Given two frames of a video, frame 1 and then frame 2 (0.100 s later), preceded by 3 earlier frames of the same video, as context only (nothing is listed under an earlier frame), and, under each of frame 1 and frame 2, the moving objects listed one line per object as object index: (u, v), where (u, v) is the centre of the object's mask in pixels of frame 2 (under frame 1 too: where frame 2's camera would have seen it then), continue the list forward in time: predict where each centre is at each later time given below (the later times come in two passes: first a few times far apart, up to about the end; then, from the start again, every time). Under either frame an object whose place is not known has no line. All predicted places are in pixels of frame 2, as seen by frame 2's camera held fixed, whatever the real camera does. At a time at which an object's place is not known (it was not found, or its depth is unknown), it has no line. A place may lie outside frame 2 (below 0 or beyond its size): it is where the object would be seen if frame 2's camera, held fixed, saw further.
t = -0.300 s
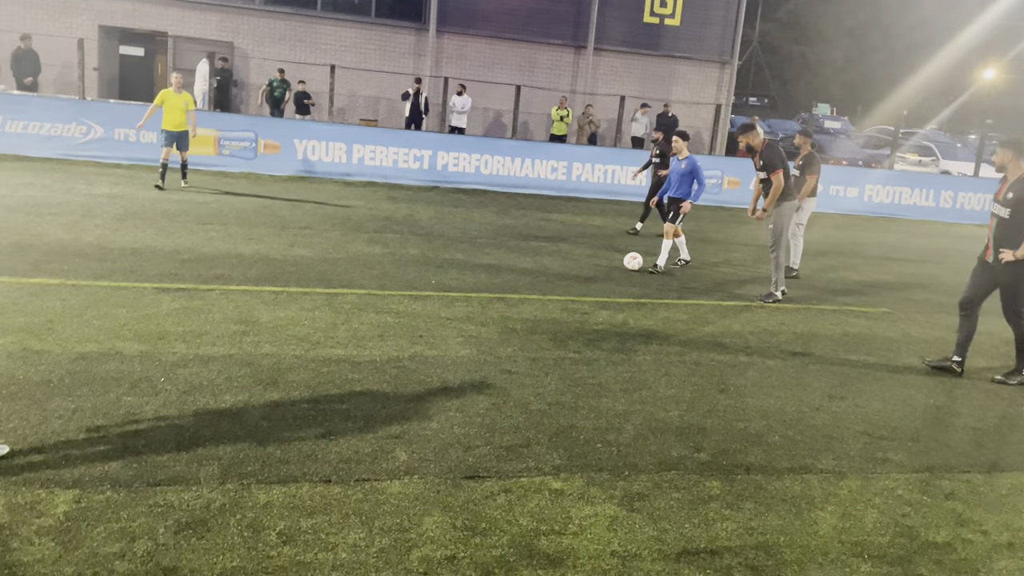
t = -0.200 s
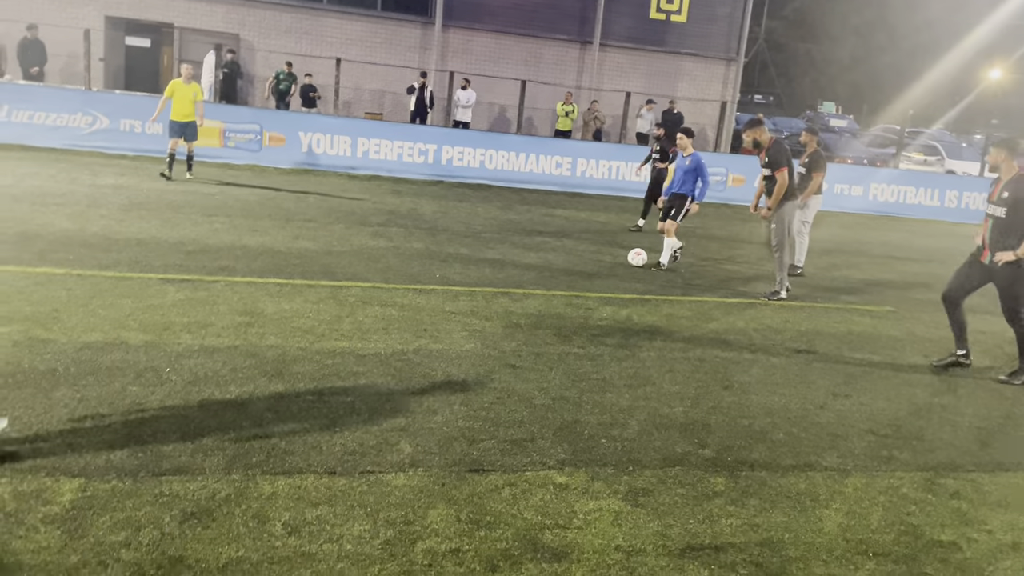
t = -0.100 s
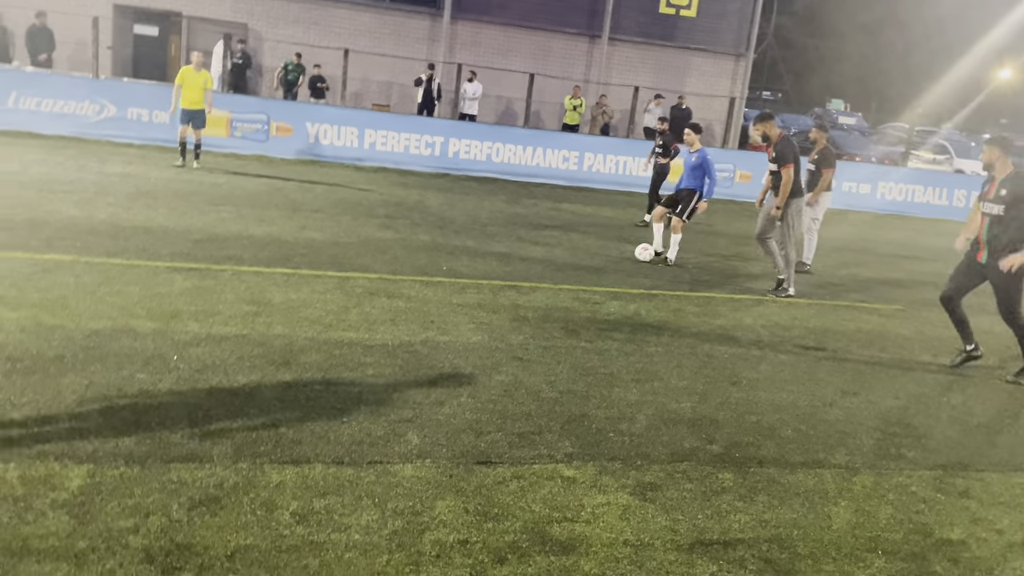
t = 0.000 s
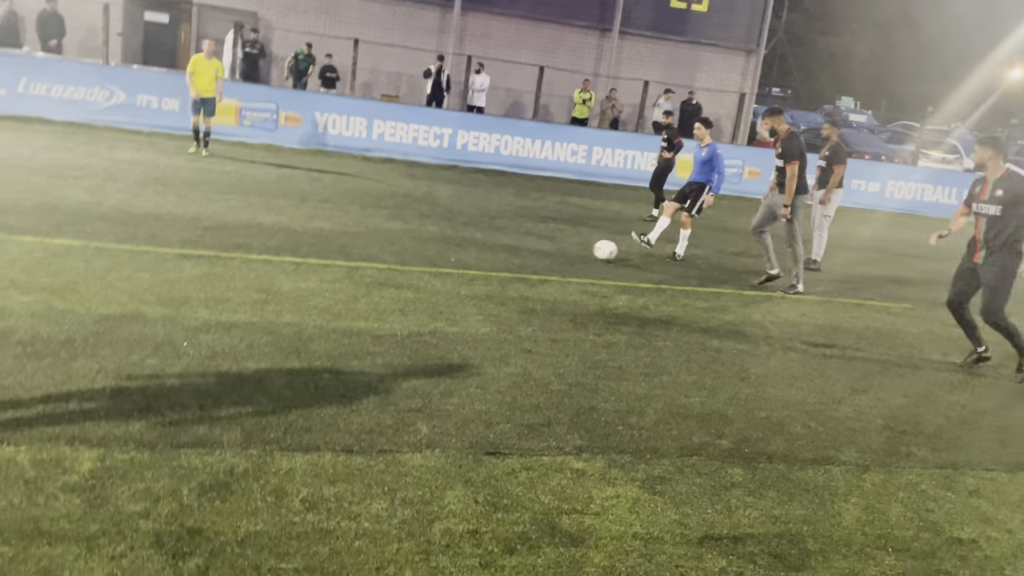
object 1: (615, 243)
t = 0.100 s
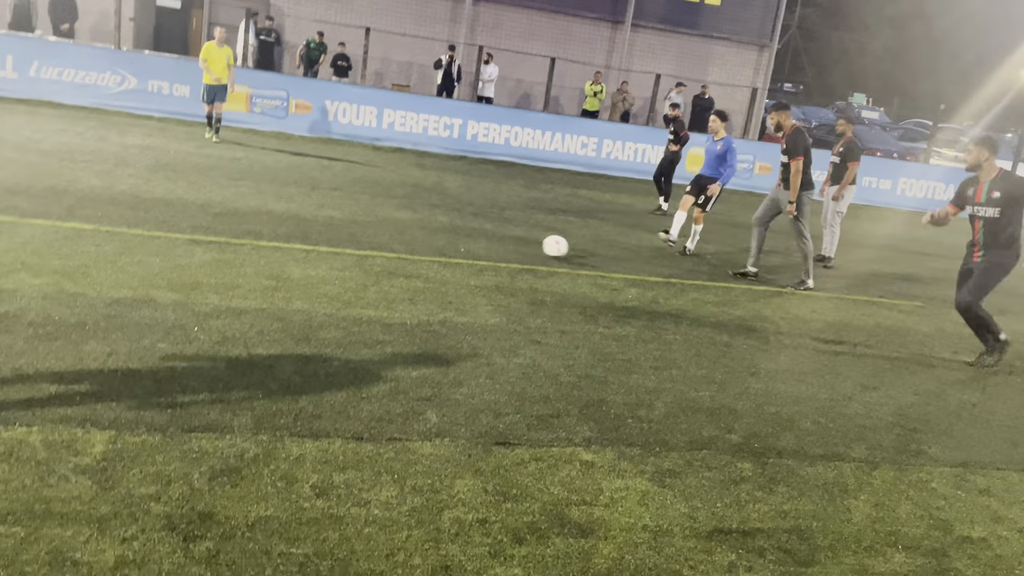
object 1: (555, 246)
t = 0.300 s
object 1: (410, 257)
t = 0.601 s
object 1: (109, 276)
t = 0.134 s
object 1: (533, 249)
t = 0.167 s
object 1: (511, 250)
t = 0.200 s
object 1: (488, 251)
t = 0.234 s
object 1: (464, 252)
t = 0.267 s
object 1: (438, 253)
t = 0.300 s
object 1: (410, 257)
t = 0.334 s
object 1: (382, 259)
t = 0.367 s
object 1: (354, 260)
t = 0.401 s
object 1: (323, 263)
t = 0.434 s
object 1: (291, 266)
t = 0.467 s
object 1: (258, 267)
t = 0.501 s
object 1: (224, 268)
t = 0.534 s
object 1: (186, 272)
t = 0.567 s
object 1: (147, 275)
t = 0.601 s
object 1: (109, 276)
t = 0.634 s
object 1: (66, 278)
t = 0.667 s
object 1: (21, 282)
